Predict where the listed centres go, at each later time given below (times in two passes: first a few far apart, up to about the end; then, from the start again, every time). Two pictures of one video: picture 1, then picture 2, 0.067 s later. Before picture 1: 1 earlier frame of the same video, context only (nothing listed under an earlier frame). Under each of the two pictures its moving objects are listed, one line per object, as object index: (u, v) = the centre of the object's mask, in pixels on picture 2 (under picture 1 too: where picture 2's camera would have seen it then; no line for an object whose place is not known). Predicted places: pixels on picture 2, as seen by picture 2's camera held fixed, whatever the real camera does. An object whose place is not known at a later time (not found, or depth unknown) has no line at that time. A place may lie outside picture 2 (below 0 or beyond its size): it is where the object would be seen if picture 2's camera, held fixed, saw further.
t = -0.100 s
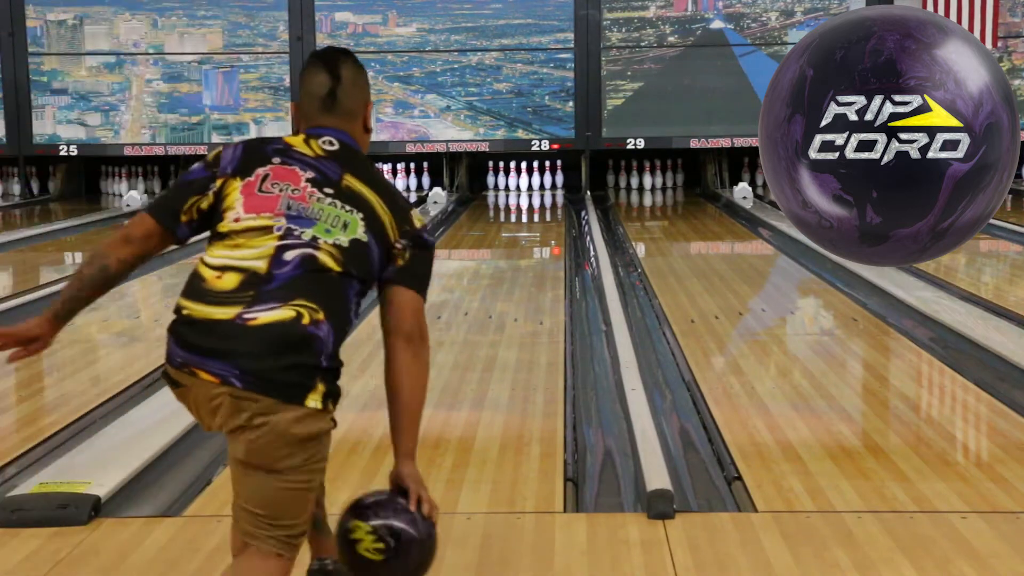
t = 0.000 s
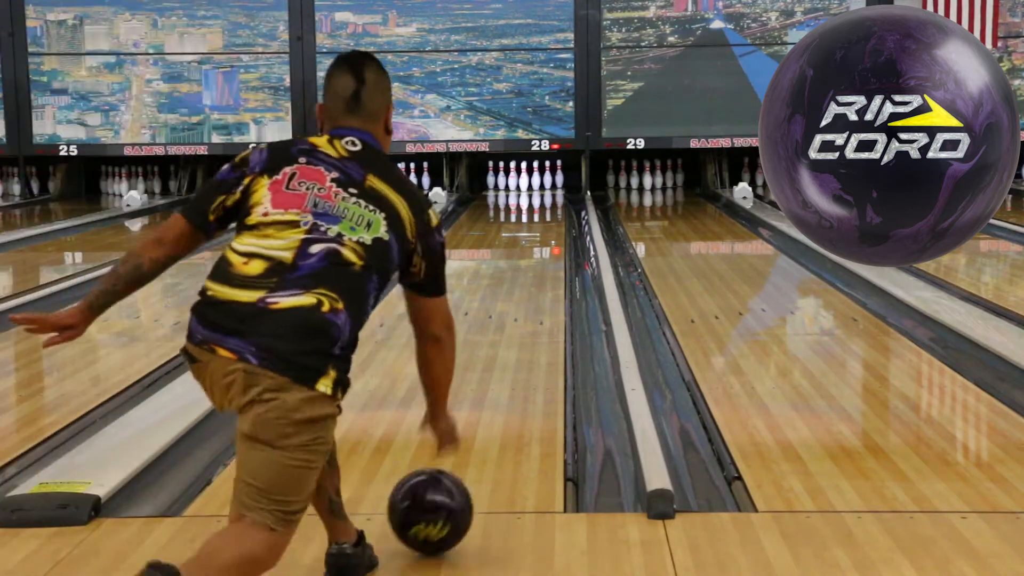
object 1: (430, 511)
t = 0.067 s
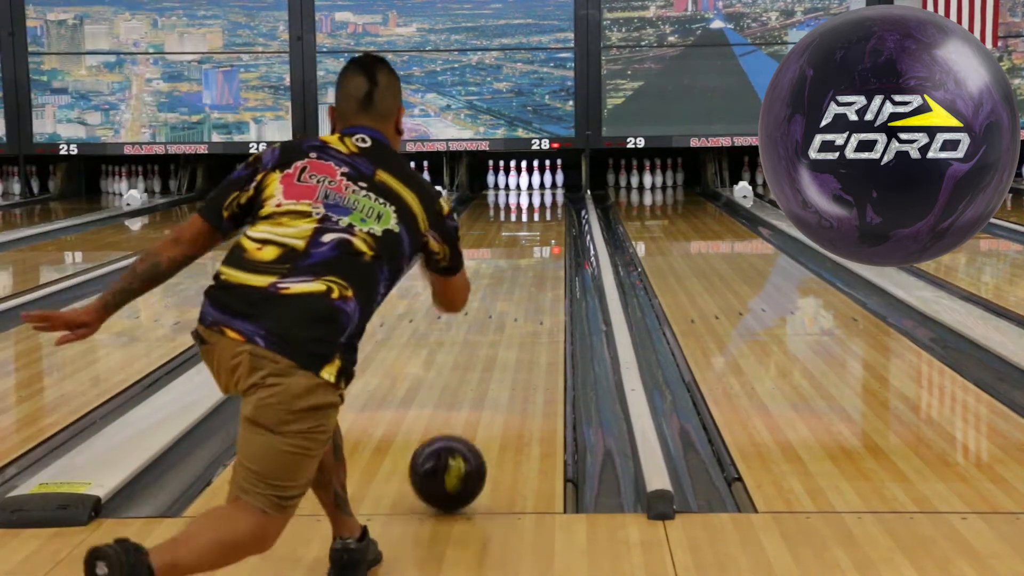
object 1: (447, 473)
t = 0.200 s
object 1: (473, 414)
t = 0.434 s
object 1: (501, 346)
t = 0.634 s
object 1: (517, 308)
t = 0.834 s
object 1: (528, 280)
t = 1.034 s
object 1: (535, 259)
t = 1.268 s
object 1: (541, 240)
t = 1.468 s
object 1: (545, 228)
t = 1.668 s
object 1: (548, 217)
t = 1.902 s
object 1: (548, 208)
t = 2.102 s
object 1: (547, 200)
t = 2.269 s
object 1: (545, 196)
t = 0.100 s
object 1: (455, 456)
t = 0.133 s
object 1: (462, 441)
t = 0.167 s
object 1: (467, 428)
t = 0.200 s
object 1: (473, 414)
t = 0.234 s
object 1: (478, 402)
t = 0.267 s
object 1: (482, 391)
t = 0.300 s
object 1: (487, 380)
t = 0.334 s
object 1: (491, 371)
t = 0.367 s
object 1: (494, 362)
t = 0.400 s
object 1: (498, 354)
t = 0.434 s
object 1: (501, 346)
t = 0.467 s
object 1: (504, 339)
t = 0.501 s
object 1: (507, 332)
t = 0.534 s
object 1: (509, 325)
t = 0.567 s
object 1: (512, 319)
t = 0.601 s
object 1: (514, 313)
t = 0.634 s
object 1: (517, 308)
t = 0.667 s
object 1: (519, 303)
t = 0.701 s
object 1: (521, 298)
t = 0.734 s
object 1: (523, 293)
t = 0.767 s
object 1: (524, 288)
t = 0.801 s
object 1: (526, 284)
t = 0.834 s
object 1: (528, 280)
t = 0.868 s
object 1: (529, 276)
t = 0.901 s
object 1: (530, 273)
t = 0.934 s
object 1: (532, 269)
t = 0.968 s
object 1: (533, 266)
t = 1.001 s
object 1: (534, 262)
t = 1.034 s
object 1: (535, 259)
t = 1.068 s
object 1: (536, 256)
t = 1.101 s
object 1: (537, 253)
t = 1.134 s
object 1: (538, 250)
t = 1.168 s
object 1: (539, 248)
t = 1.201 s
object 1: (540, 245)
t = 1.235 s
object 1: (541, 243)
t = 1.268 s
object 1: (541, 240)
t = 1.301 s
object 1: (542, 238)
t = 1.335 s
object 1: (543, 236)
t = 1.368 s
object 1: (543, 234)
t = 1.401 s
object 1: (544, 232)
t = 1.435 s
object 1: (545, 230)
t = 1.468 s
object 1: (545, 228)
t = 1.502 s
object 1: (546, 226)
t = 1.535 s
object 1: (547, 224)
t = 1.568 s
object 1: (547, 223)
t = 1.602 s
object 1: (547, 221)
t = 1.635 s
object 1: (547, 220)
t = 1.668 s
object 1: (548, 217)
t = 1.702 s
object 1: (548, 216)
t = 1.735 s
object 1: (548, 214)
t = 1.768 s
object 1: (548, 213)
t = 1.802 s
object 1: (549, 211)
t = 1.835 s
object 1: (549, 210)
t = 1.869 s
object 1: (548, 209)
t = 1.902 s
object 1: (548, 208)
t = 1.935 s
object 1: (548, 206)
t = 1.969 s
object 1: (549, 205)
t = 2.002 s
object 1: (548, 204)
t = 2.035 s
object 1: (548, 203)
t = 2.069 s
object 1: (547, 202)
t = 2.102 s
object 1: (547, 200)
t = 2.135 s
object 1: (547, 199)
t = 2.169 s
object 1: (547, 199)
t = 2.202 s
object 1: (546, 198)
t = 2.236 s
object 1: (546, 197)
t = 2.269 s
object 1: (545, 196)
